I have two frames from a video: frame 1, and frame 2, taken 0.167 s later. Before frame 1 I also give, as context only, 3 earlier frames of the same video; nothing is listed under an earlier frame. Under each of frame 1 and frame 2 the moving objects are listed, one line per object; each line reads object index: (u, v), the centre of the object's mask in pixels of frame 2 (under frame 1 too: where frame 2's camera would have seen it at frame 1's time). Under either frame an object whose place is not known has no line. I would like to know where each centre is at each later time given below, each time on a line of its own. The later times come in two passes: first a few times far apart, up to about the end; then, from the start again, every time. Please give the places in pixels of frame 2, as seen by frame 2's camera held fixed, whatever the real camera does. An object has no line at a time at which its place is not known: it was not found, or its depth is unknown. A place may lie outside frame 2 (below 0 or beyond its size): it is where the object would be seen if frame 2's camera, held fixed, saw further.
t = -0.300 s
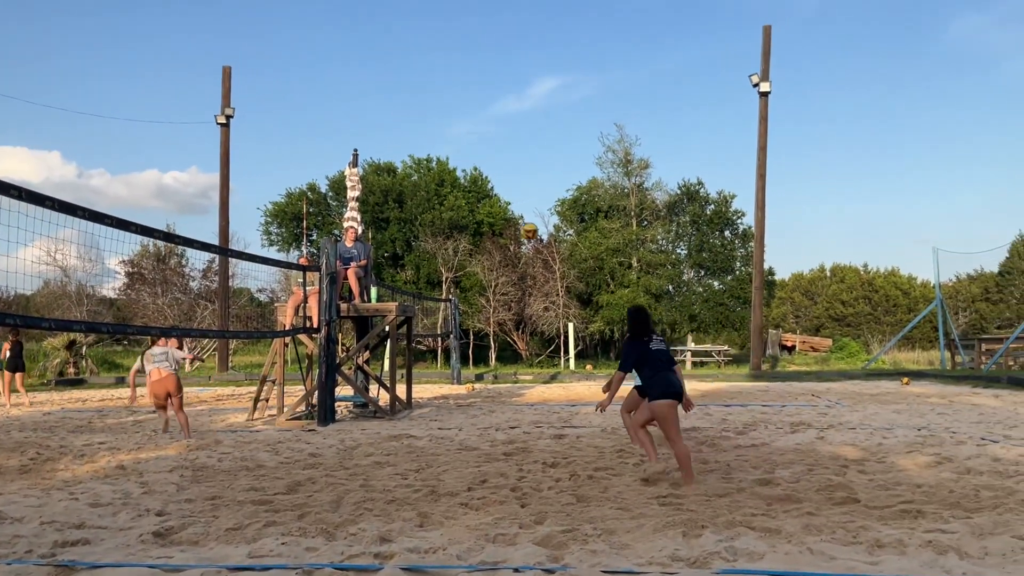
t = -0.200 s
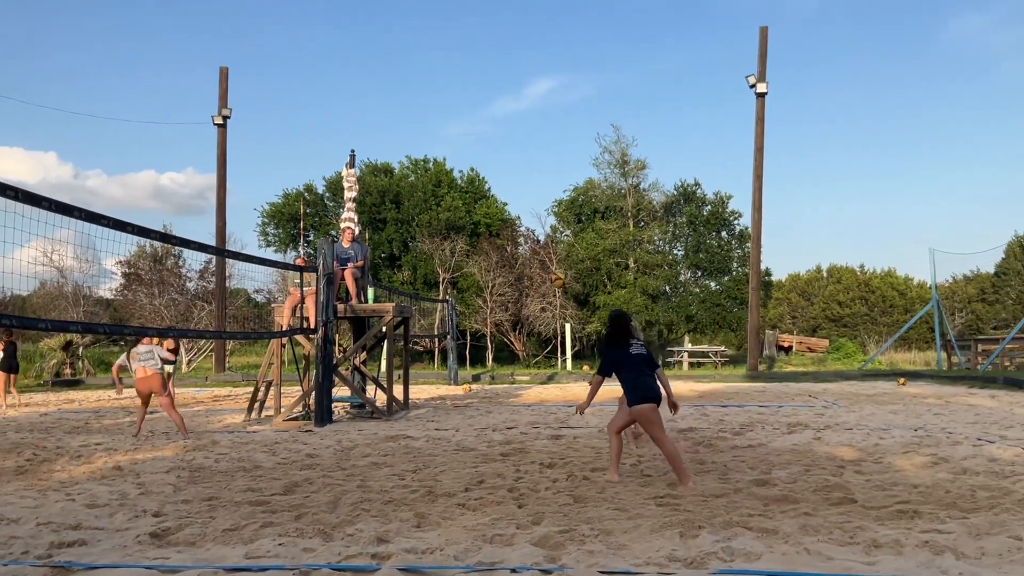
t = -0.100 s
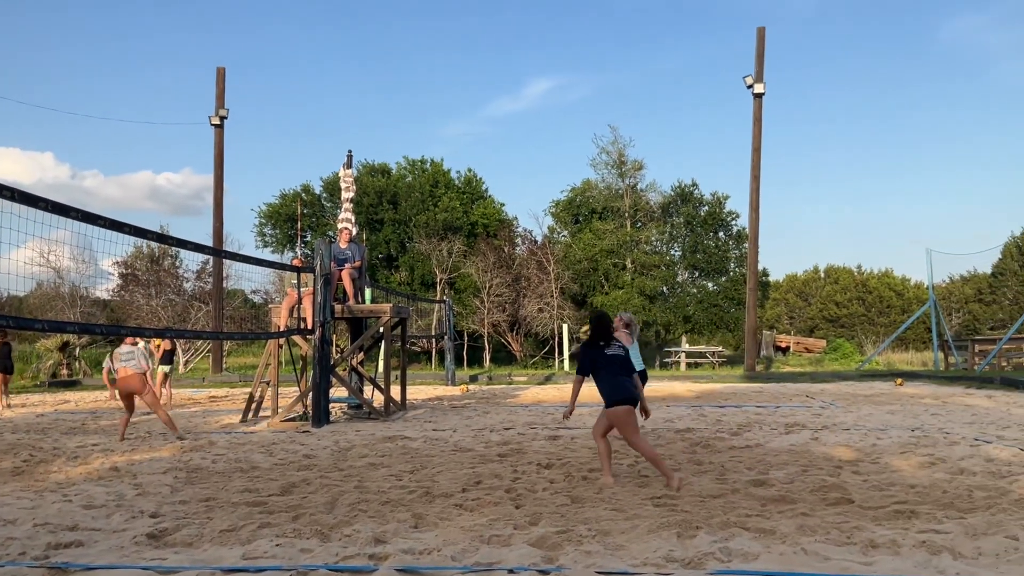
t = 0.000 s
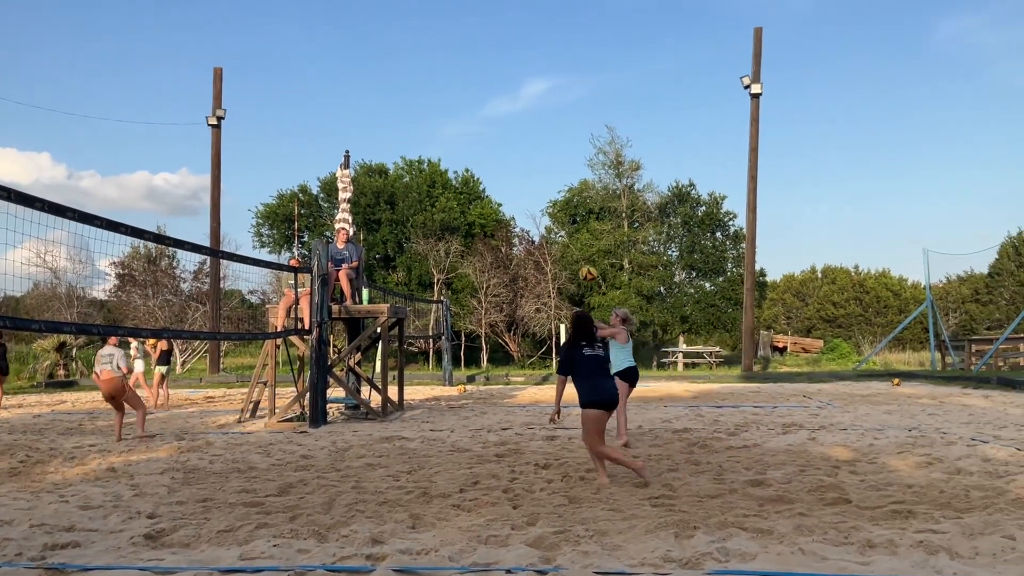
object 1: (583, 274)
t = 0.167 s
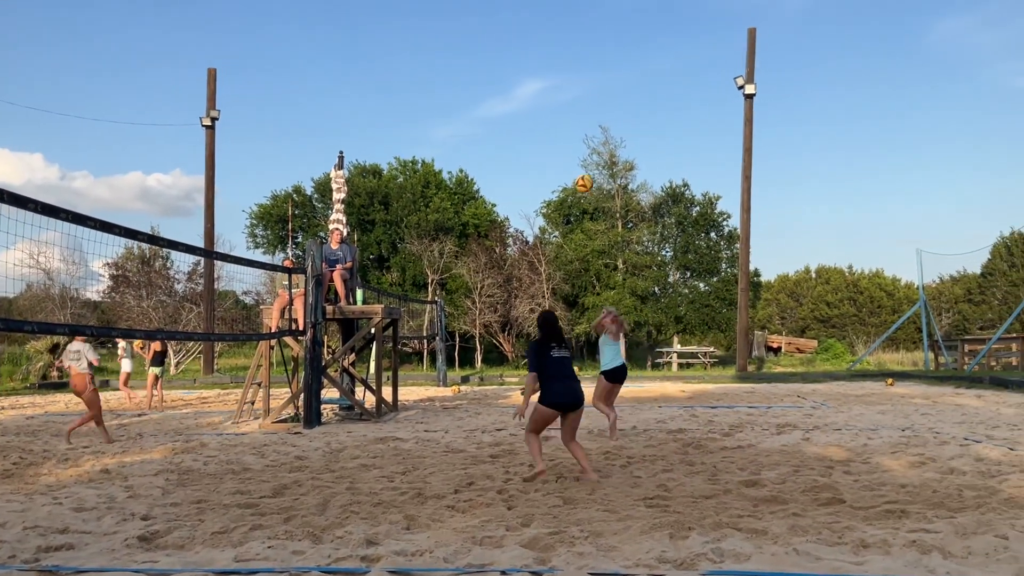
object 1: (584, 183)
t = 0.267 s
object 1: (585, 140)
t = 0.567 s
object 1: (593, 60)
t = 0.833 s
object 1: (600, 49)
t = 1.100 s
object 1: (609, 99)
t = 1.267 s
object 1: (615, 160)
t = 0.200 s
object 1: (584, 167)
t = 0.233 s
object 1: (585, 153)
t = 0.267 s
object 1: (585, 140)
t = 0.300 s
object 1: (586, 127)
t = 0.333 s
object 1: (586, 116)
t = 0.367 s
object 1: (588, 105)
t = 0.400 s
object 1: (589, 95)
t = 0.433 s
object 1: (589, 87)
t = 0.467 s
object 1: (590, 79)
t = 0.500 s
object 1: (591, 72)
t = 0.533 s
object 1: (592, 65)
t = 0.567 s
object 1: (593, 60)
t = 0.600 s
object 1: (593, 55)
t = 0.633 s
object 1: (594, 51)
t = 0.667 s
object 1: (595, 49)
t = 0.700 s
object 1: (596, 47)
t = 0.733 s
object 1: (596, 46)
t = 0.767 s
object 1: (597, 46)
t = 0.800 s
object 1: (599, 47)
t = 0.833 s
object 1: (600, 49)
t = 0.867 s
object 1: (601, 52)
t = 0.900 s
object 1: (602, 56)
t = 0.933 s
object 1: (602, 60)
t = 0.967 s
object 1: (604, 66)
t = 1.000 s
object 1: (605, 73)
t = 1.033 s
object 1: (606, 80)
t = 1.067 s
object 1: (607, 89)
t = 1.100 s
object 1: (609, 99)
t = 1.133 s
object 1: (610, 109)
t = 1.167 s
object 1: (611, 121)
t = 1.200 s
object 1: (611, 133)
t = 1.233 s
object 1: (613, 146)
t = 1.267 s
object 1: (615, 160)
